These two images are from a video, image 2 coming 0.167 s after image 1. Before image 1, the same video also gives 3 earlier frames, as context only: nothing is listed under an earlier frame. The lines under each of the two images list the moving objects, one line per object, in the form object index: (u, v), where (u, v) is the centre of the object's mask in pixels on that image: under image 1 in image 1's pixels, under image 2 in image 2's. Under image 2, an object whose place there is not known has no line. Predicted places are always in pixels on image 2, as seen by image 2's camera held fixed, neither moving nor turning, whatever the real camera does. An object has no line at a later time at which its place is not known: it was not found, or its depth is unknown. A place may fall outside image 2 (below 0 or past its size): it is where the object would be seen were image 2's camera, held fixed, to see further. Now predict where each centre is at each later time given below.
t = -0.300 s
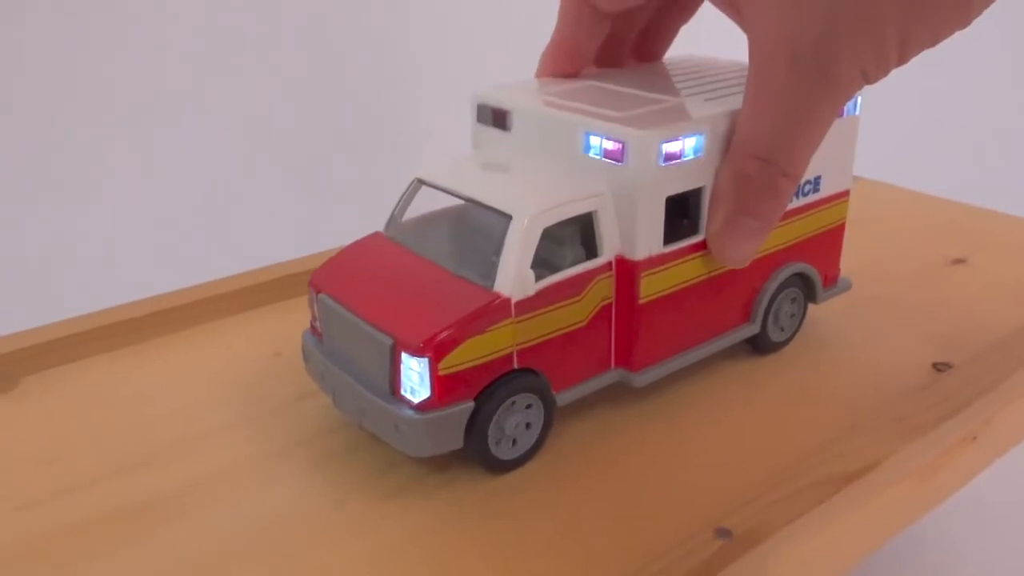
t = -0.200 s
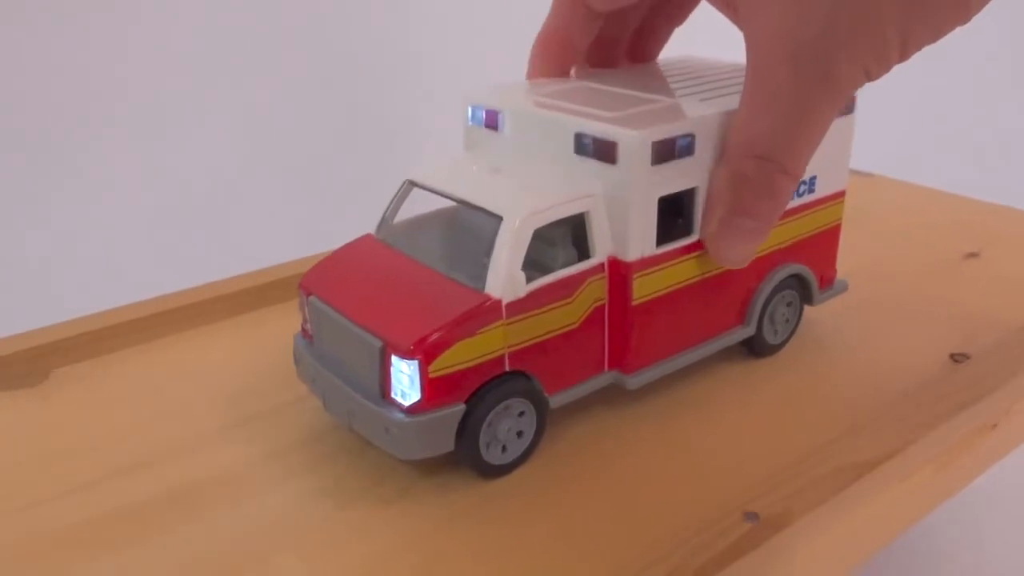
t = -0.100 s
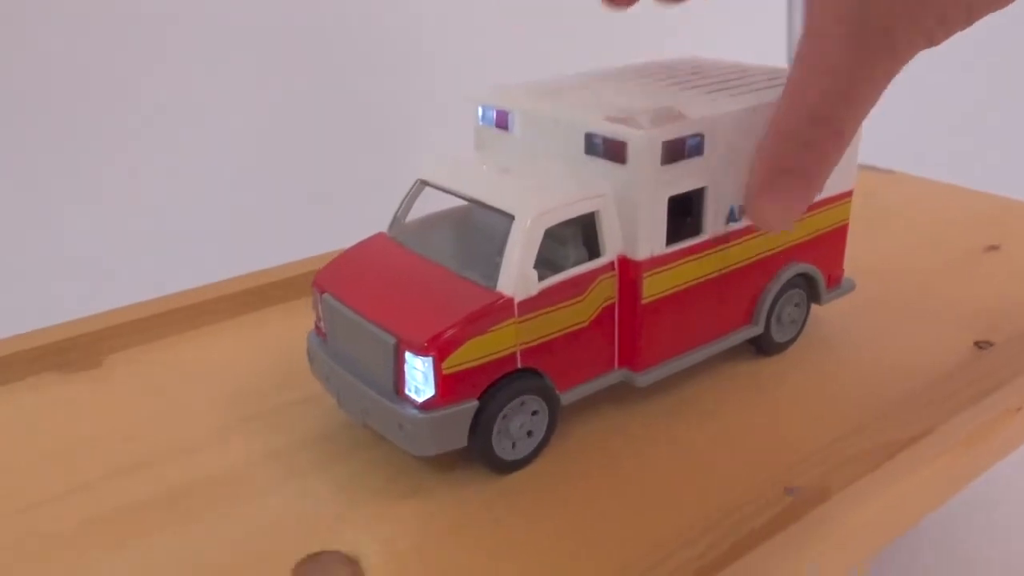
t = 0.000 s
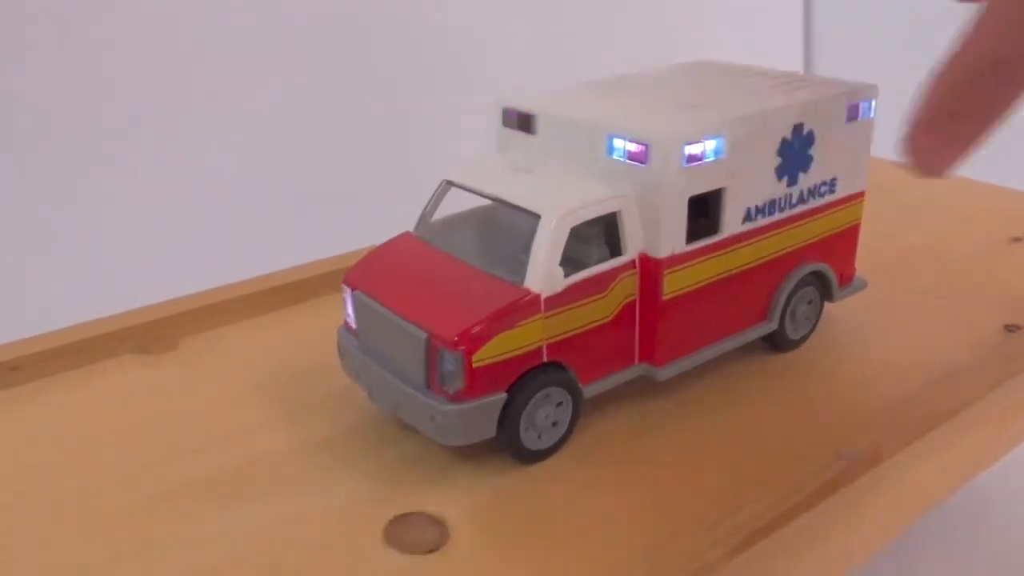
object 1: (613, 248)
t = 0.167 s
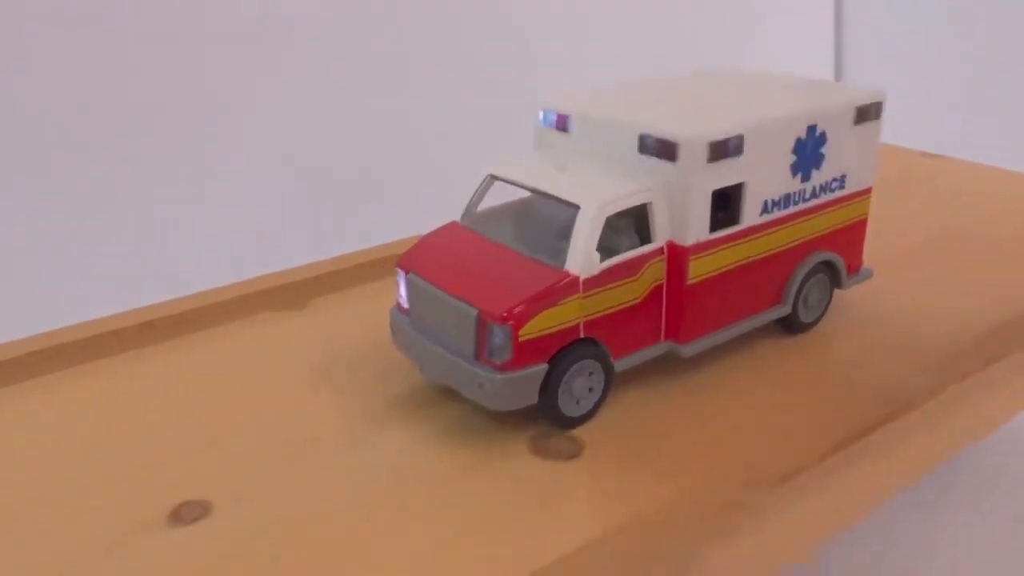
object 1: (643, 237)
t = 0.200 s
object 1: (644, 237)
